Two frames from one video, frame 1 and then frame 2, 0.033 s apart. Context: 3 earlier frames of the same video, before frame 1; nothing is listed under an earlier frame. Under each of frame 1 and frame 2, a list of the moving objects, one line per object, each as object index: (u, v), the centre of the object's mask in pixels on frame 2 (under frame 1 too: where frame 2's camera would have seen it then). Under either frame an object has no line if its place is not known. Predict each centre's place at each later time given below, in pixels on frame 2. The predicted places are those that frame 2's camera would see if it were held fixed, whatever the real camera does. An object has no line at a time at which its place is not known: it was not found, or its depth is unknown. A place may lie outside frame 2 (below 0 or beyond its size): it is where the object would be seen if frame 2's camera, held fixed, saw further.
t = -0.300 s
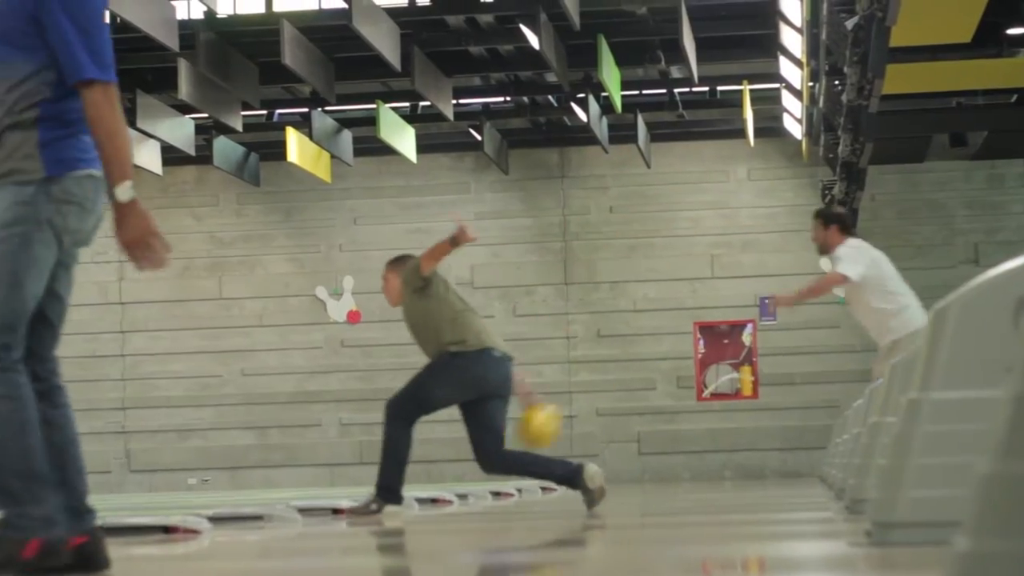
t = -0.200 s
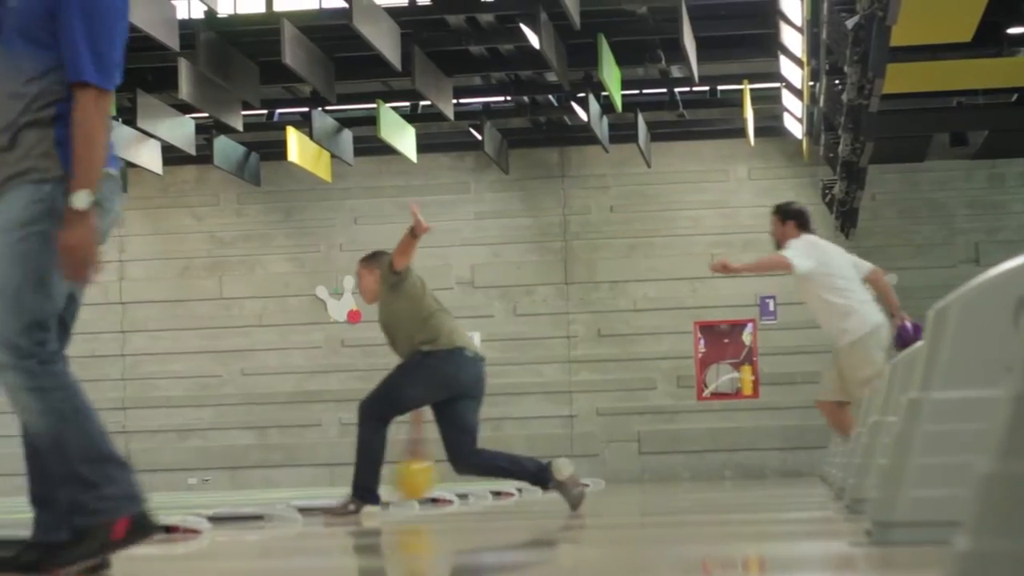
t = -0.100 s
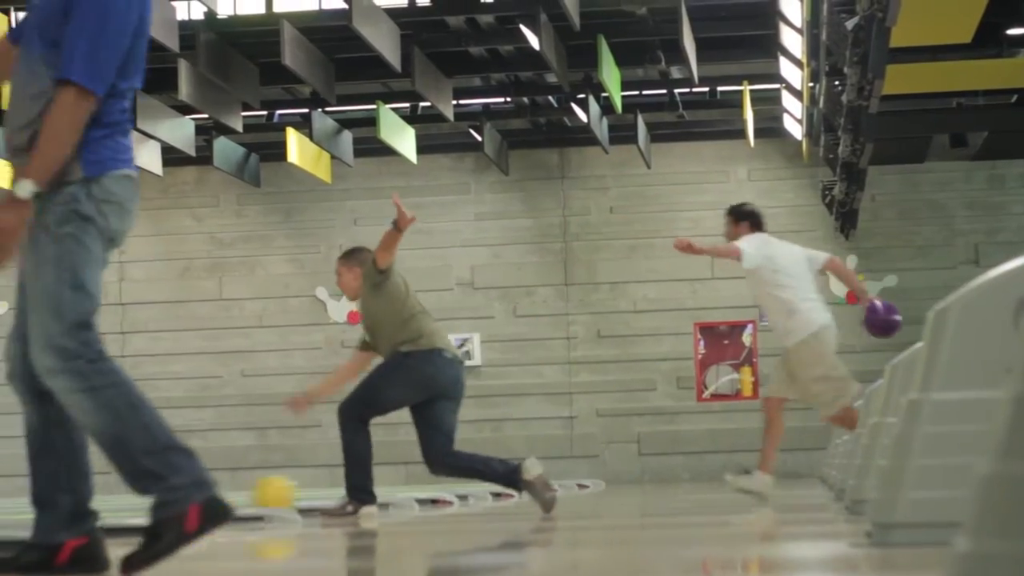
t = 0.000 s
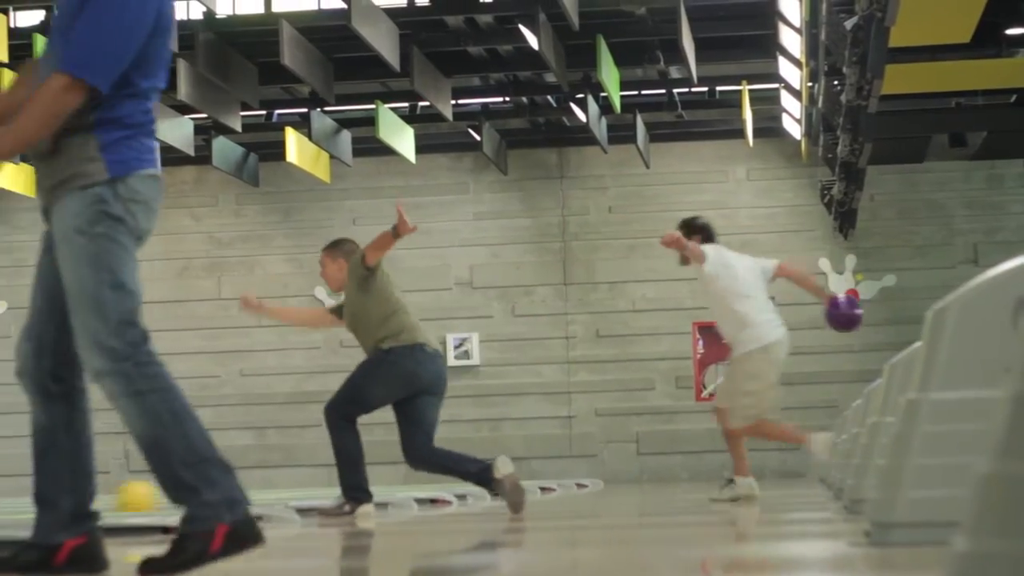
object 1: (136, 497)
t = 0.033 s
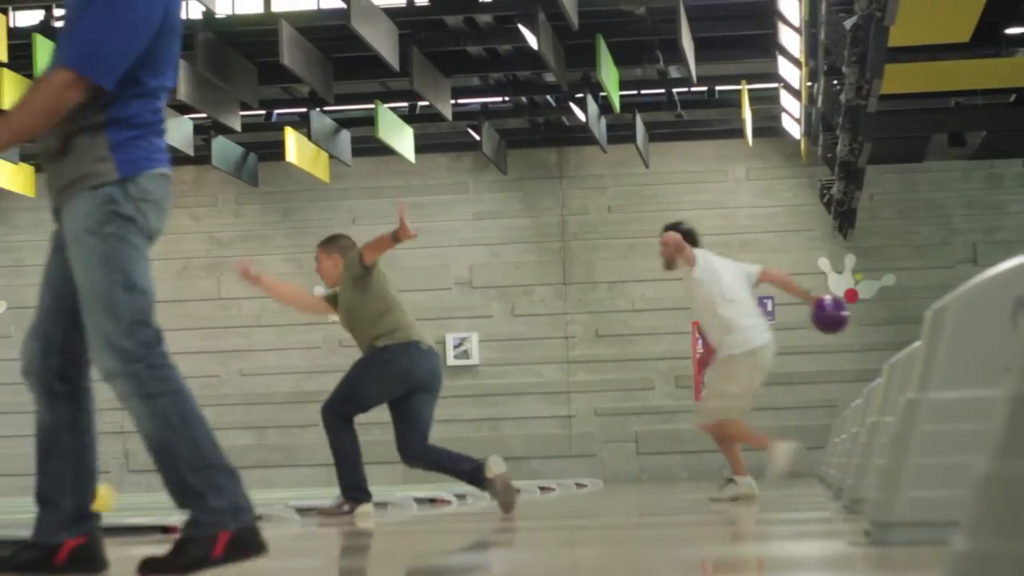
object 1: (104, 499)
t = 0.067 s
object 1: (32, 500)
